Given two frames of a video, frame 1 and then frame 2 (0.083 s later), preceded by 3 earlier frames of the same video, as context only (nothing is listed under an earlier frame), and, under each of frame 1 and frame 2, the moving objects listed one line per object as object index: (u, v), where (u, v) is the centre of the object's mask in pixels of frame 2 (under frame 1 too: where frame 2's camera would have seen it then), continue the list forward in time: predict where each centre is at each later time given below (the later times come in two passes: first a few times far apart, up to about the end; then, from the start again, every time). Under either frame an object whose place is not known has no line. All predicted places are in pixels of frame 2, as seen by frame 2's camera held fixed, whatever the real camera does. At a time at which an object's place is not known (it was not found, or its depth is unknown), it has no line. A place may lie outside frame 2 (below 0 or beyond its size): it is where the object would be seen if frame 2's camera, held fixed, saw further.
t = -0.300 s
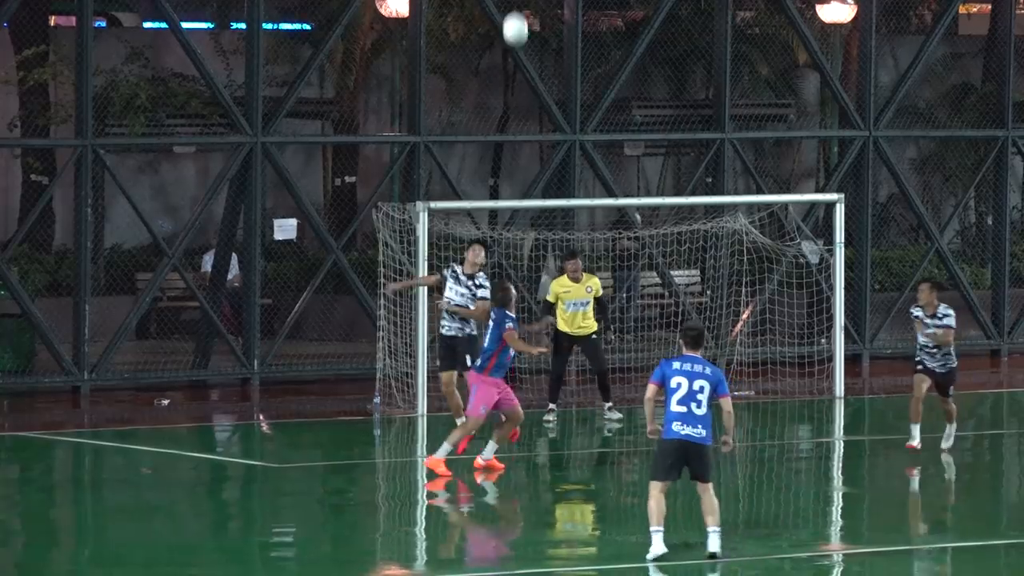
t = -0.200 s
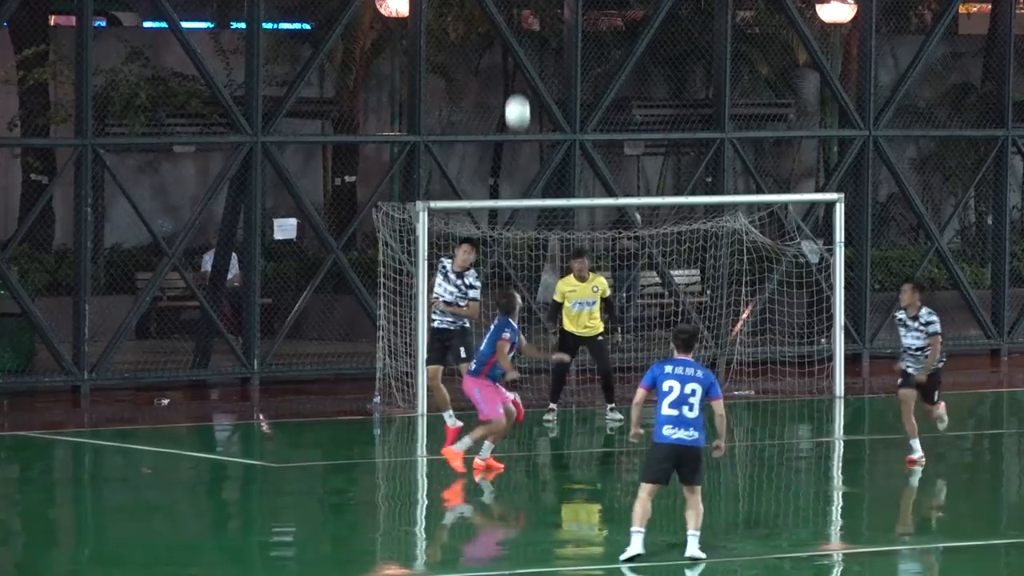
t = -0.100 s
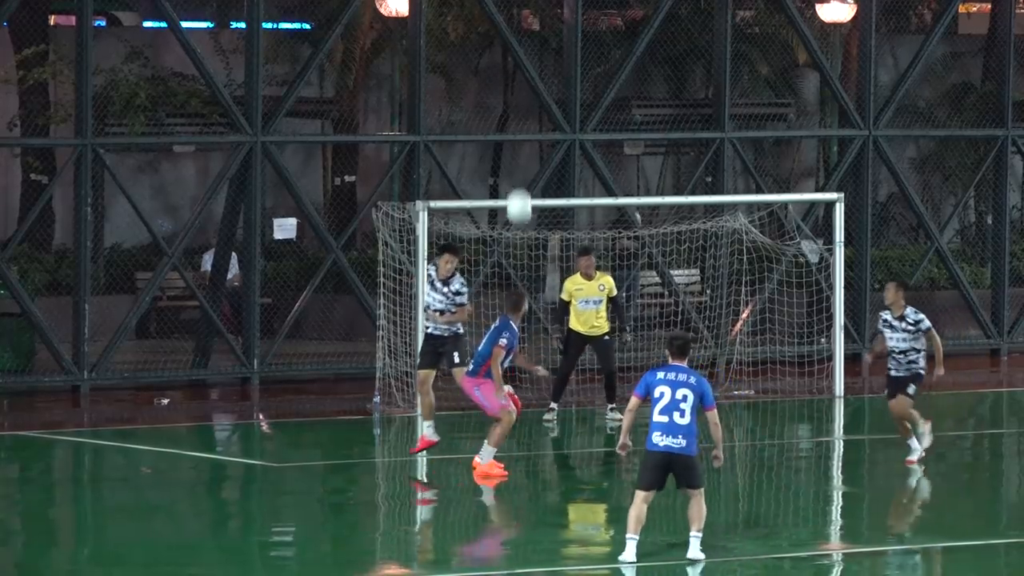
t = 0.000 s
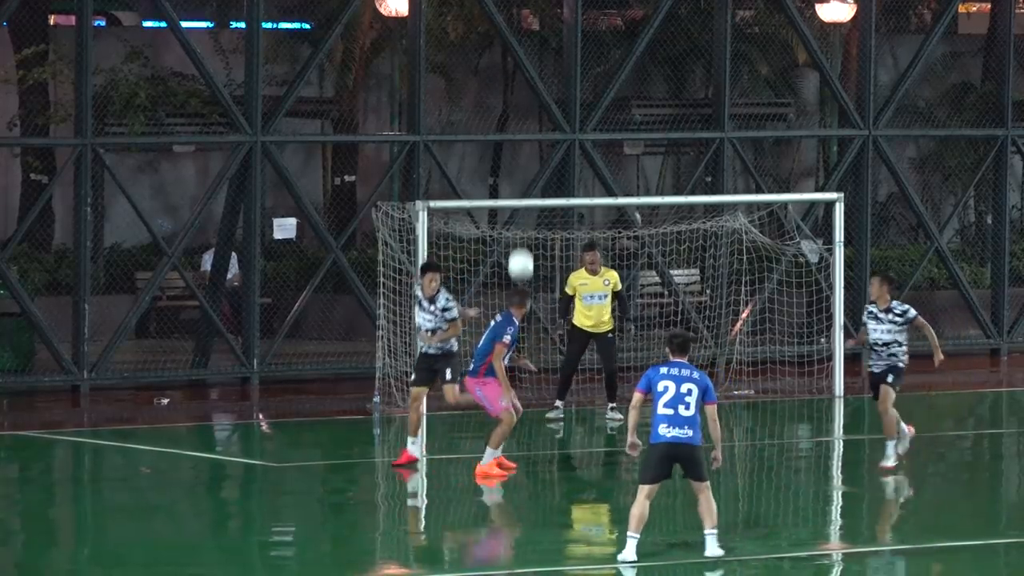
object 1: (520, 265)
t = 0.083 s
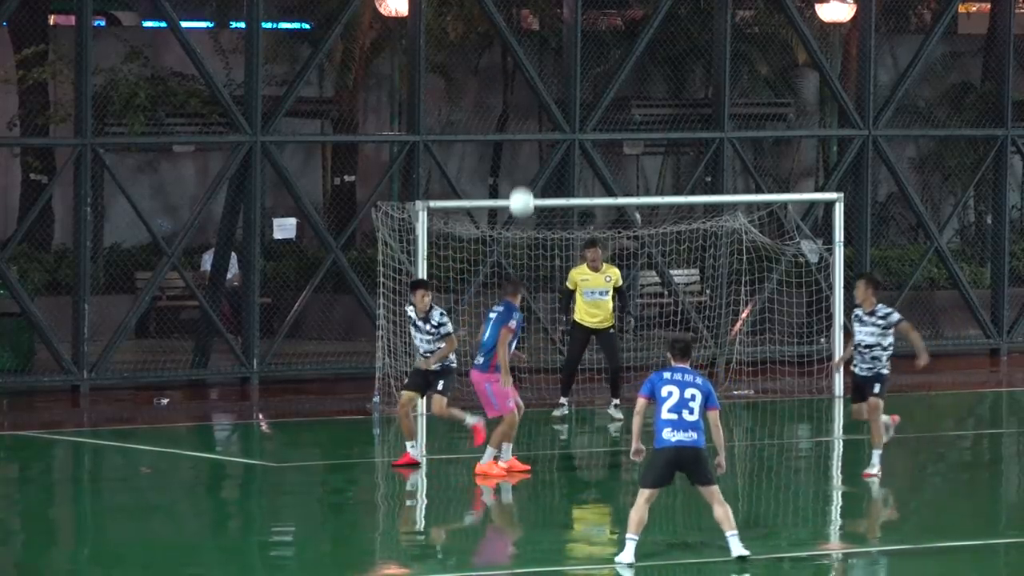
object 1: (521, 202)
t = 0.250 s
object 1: (523, 104)
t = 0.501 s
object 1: (526, 16)
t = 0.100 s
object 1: (521, 188)
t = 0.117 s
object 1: (521, 180)
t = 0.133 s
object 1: (522, 169)
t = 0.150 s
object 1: (522, 158)
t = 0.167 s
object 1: (522, 149)
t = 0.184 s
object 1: (522, 139)
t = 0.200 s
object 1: (522, 129)
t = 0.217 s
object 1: (523, 120)
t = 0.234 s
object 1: (523, 112)
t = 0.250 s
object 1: (523, 104)
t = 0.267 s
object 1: (523, 95)
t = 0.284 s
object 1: (524, 88)
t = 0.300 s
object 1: (524, 80)
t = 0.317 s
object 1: (524, 73)
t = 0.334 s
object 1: (524, 66)
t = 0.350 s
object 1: (525, 60)
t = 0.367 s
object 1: (525, 53)
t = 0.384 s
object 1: (525, 48)
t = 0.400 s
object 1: (525, 42)
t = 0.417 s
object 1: (526, 37)
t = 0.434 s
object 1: (526, 32)
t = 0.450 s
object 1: (526, 28)
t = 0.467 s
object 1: (526, 23)
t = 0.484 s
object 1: (526, 20)
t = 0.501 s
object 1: (526, 16)
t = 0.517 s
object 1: (526, 13)
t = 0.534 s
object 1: (526, 11)
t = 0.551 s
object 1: (526, 9)
